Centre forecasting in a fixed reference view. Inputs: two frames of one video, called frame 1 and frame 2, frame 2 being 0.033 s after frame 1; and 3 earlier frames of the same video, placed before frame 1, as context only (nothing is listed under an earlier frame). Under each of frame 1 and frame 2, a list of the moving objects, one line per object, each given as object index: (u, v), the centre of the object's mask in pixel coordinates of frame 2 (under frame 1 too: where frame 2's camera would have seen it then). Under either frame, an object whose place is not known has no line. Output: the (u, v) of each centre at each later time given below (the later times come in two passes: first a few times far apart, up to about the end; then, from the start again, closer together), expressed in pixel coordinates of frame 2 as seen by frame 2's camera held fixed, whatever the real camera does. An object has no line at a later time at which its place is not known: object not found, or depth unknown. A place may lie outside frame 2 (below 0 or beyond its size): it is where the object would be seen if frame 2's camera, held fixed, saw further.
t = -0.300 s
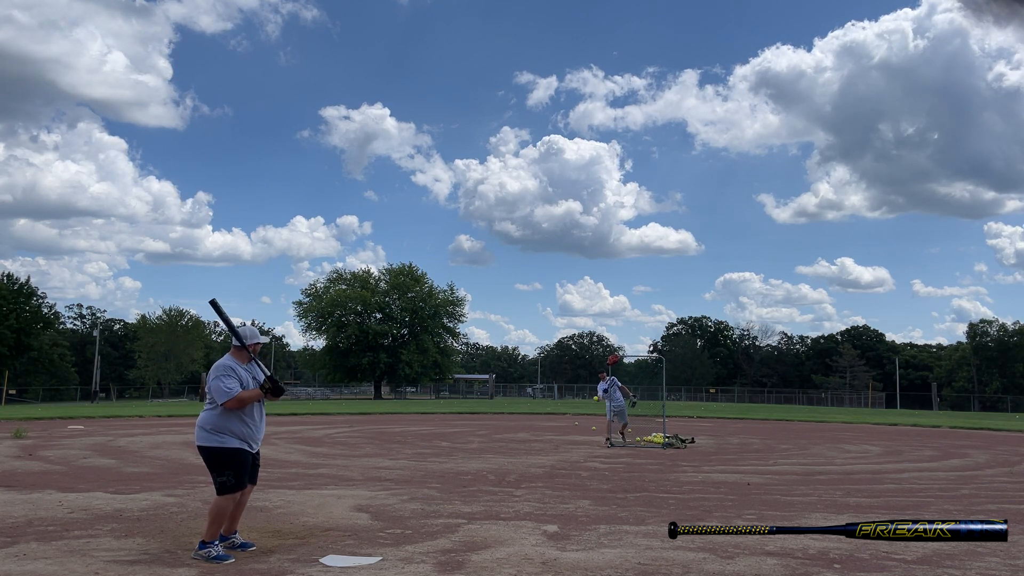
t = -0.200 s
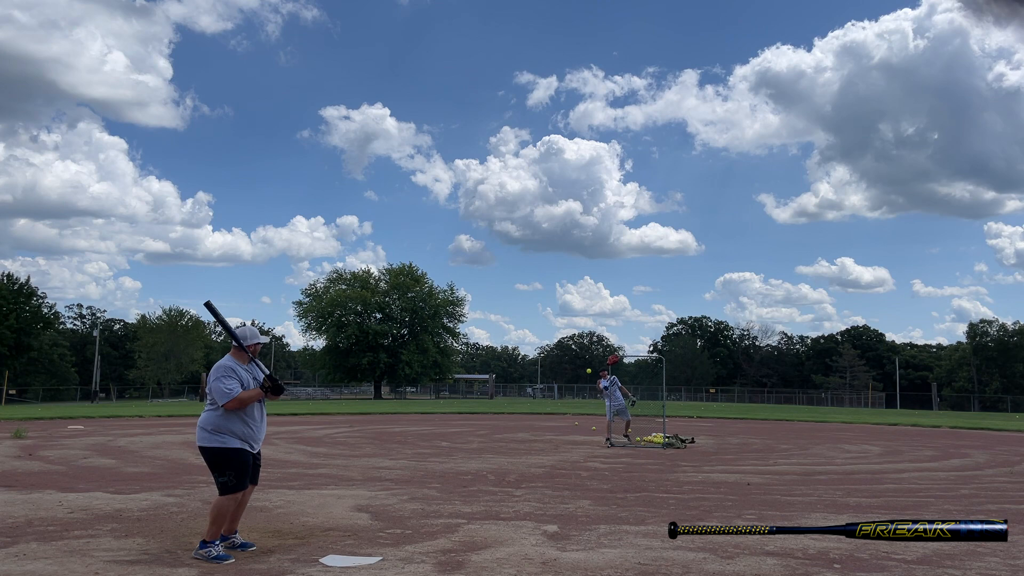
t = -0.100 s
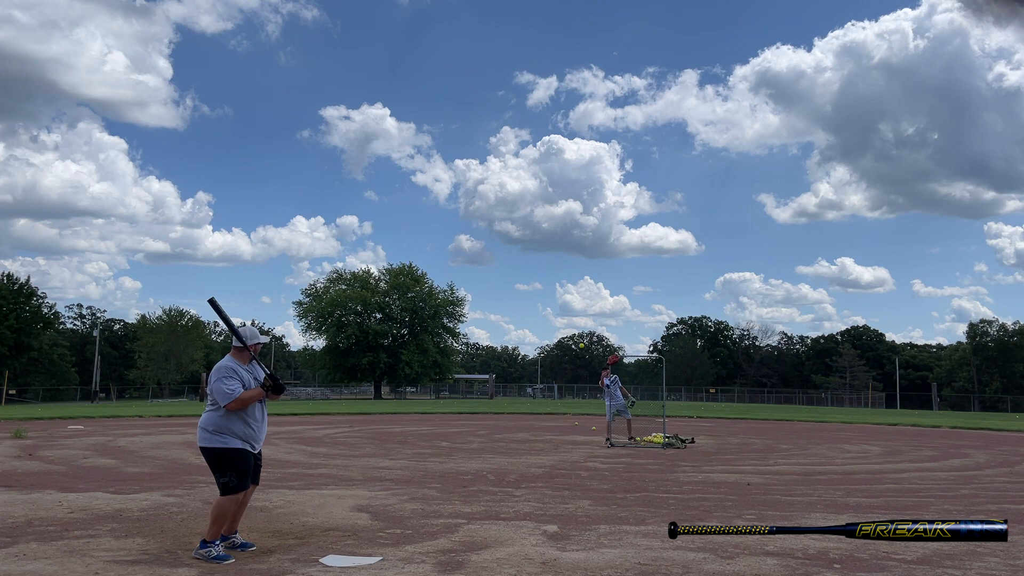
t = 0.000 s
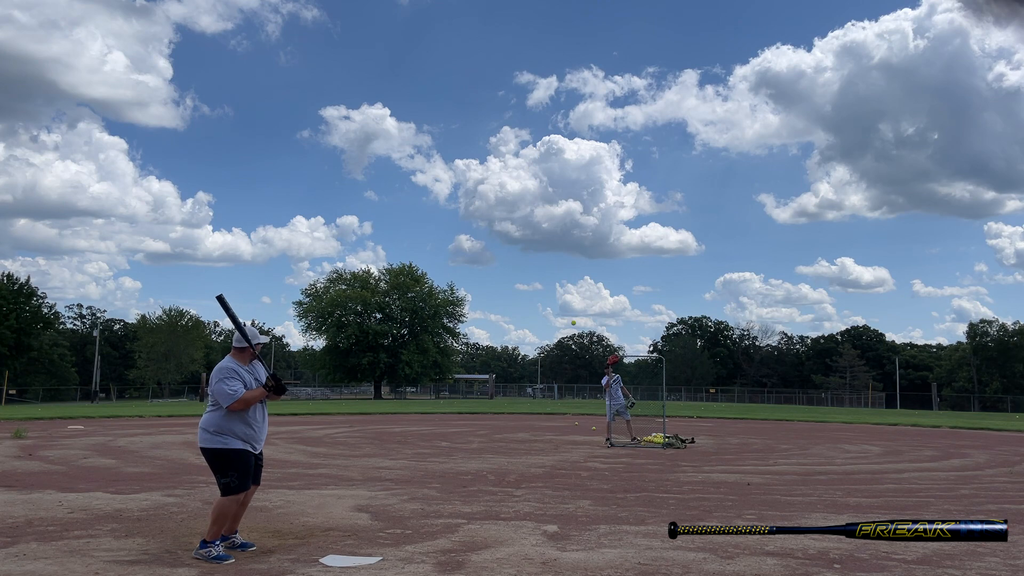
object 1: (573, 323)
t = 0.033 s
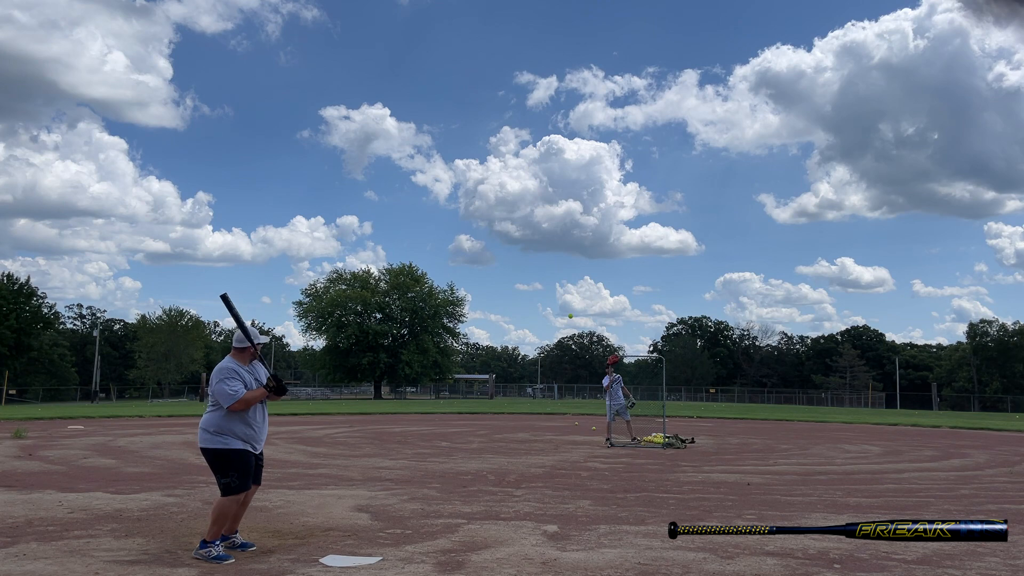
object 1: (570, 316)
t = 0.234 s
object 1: (550, 282)
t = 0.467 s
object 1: (519, 265)
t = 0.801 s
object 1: (448, 317)
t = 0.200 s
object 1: (554, 286)
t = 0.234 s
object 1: (550, 282)
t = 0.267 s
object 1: (547, 278)
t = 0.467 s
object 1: (519, 265)
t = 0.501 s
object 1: (514, 265)
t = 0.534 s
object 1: (508, 266)
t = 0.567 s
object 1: (503, 268)
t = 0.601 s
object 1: (496, 271)
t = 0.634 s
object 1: (489, 275)
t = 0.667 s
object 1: (482, 281)
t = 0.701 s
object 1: (475, 287)
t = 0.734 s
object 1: (466, 296)
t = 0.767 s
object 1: (458, 305)
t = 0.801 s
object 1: (448, 317)
